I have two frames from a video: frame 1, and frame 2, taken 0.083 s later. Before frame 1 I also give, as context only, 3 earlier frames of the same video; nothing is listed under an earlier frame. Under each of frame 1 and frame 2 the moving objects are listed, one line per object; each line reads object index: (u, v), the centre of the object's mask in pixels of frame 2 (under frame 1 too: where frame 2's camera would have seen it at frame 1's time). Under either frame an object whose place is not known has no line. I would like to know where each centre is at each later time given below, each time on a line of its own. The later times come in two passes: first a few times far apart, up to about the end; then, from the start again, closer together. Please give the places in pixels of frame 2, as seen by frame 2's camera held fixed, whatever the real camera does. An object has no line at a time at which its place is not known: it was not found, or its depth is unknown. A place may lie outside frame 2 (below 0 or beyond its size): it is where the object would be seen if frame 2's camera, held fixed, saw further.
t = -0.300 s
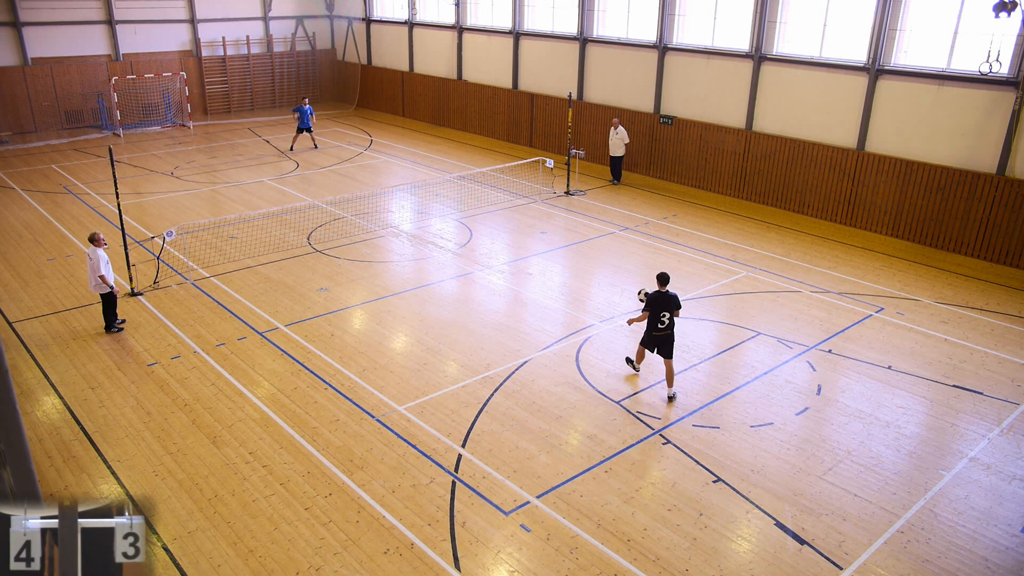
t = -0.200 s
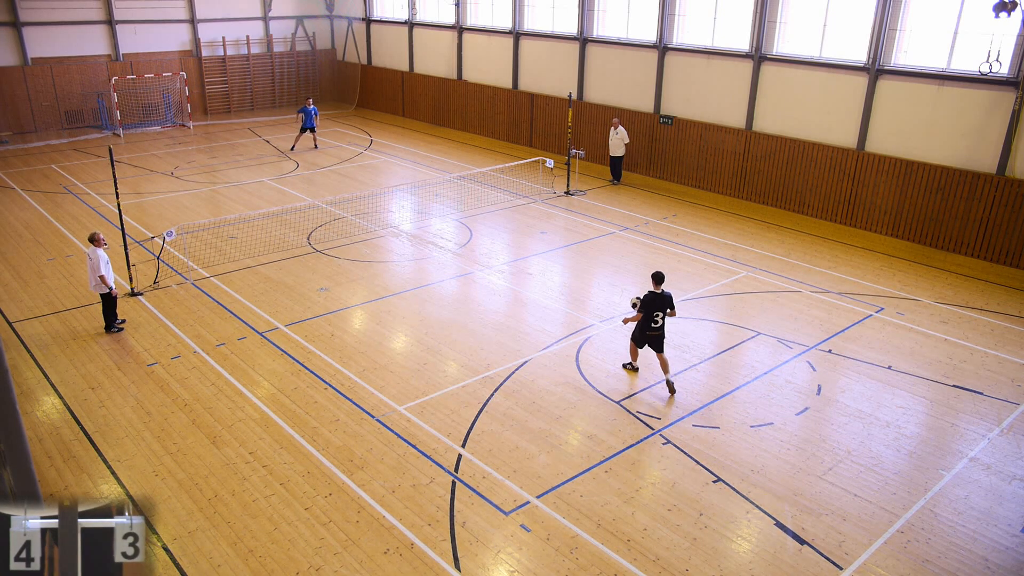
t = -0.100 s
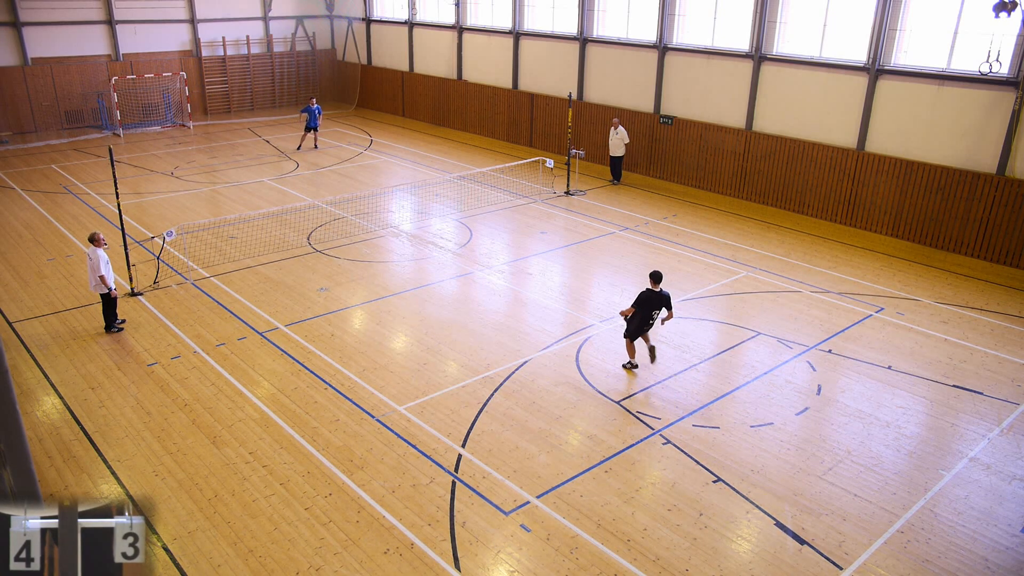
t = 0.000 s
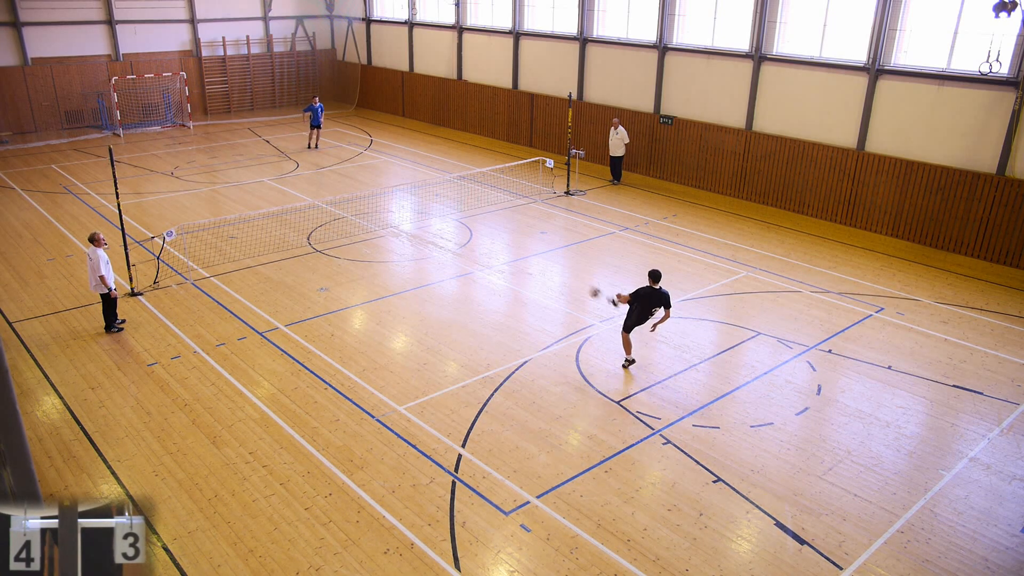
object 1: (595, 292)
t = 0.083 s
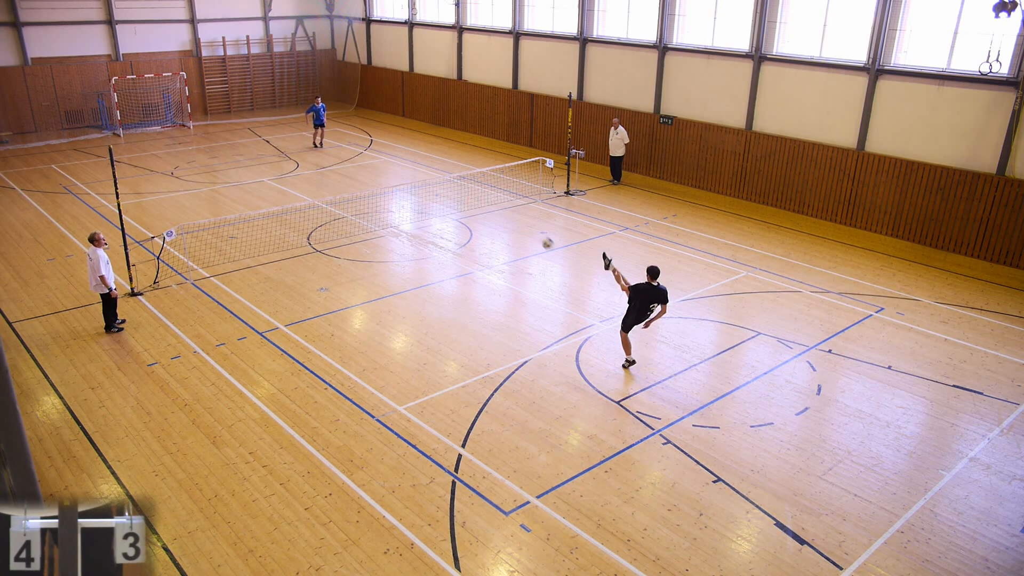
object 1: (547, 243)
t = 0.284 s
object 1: (465, 175)
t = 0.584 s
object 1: (392, 147)
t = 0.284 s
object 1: (465, 175)
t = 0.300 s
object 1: (460, 172)
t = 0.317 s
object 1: (455, 168)
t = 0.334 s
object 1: (449, 165)
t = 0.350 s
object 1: (444, 163)
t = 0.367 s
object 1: (440, 160)
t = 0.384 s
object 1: (436, 158)
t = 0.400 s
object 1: (431, 156)
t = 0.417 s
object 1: (427, 154)
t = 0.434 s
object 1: (423, 153)
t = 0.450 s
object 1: (419, 152)
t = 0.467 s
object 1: (415, 150)
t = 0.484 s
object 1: (412, 150)
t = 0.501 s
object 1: (408, 149)
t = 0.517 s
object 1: (405, 148)
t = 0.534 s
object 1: (401, 148)
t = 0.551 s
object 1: (398, 148)
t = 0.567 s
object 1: (395, 148)
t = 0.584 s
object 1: (392, 147)
